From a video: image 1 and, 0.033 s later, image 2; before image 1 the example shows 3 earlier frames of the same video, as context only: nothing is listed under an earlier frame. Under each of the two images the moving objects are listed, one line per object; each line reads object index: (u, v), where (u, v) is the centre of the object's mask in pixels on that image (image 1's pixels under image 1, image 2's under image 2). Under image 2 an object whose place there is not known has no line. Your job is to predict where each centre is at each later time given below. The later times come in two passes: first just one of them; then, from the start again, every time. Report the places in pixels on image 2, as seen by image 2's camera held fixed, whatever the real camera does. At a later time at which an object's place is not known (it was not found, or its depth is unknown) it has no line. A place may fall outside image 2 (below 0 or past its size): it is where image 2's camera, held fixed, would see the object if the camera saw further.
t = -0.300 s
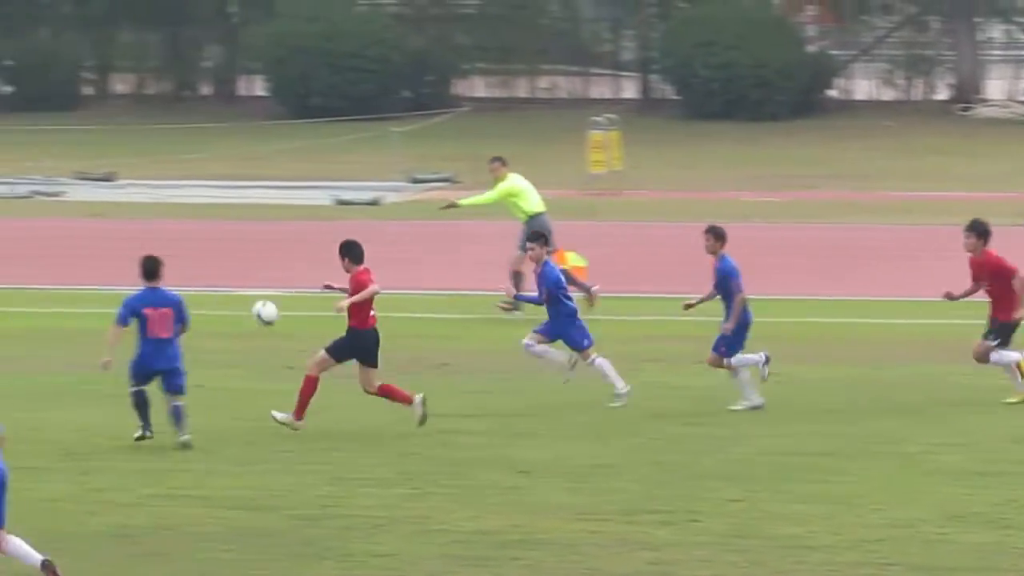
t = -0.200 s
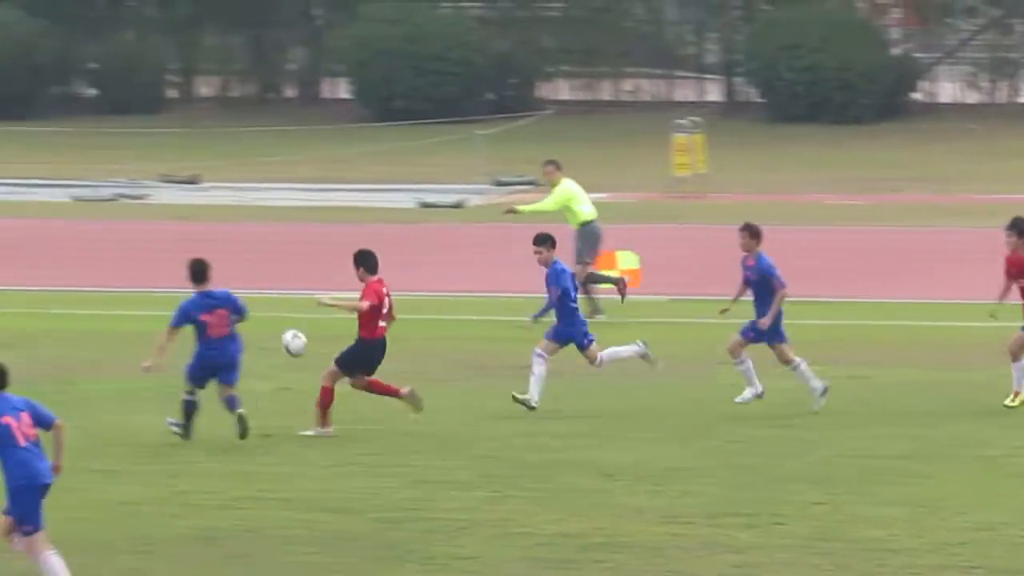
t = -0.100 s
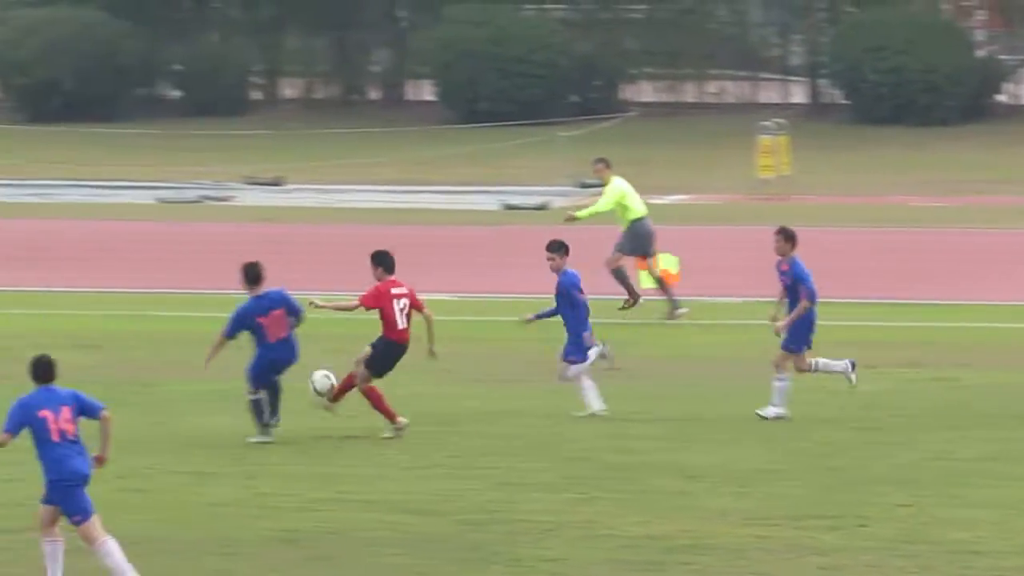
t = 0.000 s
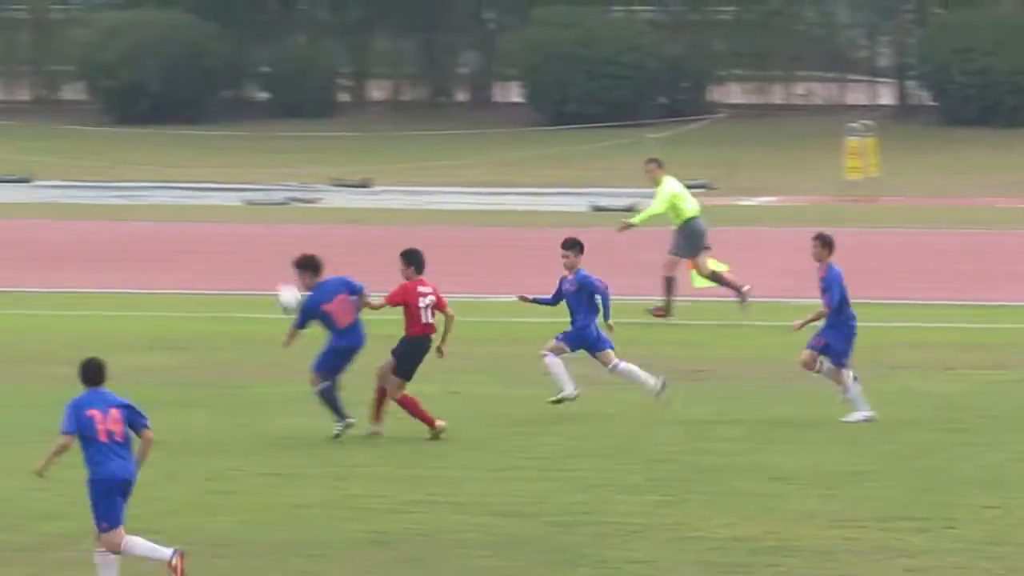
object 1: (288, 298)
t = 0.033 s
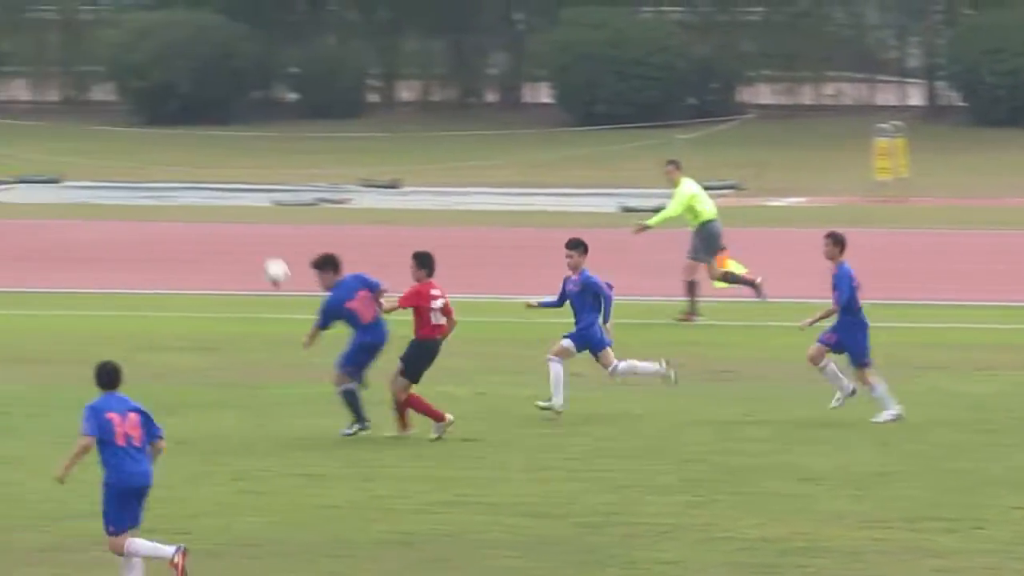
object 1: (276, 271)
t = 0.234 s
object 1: (23, 135)
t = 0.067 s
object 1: (233, 245)
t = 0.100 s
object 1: (192, 221)
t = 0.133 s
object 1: (150, 198)
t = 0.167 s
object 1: (107, 176)
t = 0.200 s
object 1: (66, 156)
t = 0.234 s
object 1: (23, 135)
